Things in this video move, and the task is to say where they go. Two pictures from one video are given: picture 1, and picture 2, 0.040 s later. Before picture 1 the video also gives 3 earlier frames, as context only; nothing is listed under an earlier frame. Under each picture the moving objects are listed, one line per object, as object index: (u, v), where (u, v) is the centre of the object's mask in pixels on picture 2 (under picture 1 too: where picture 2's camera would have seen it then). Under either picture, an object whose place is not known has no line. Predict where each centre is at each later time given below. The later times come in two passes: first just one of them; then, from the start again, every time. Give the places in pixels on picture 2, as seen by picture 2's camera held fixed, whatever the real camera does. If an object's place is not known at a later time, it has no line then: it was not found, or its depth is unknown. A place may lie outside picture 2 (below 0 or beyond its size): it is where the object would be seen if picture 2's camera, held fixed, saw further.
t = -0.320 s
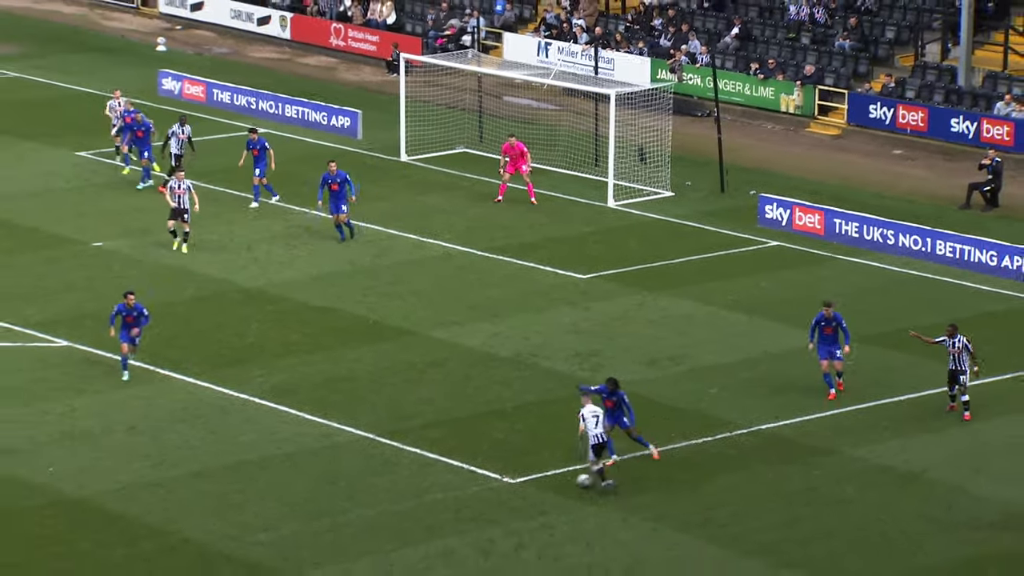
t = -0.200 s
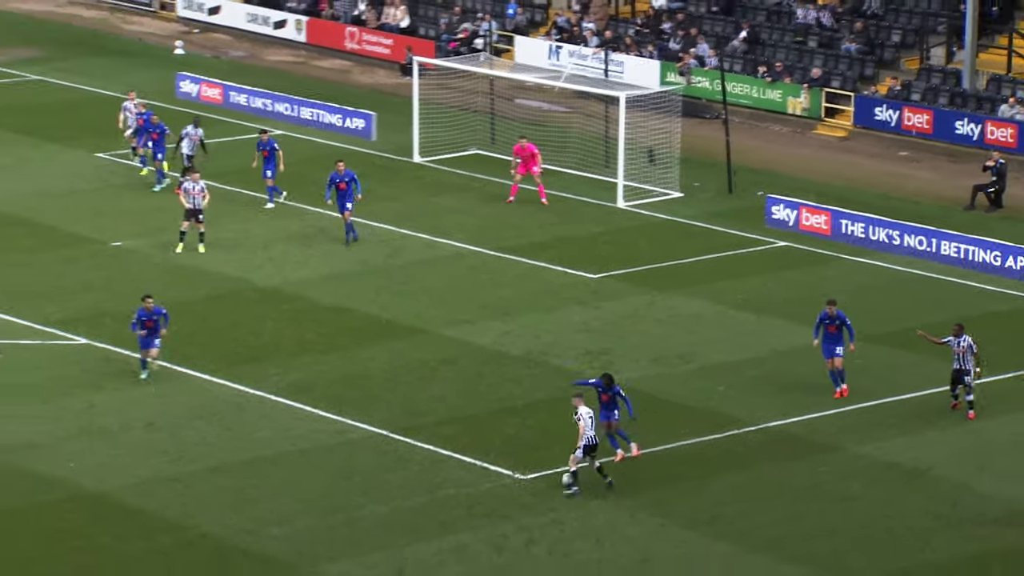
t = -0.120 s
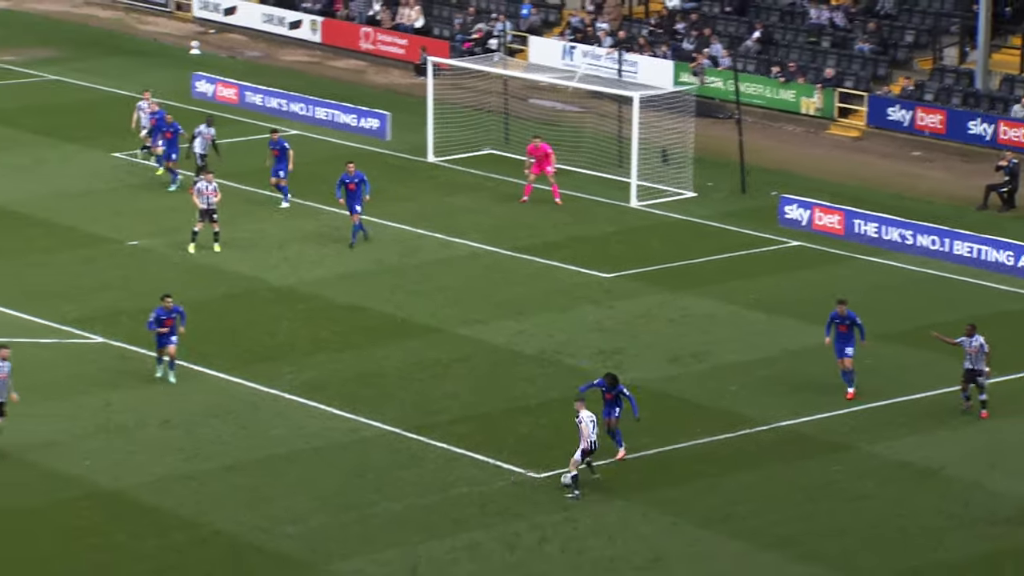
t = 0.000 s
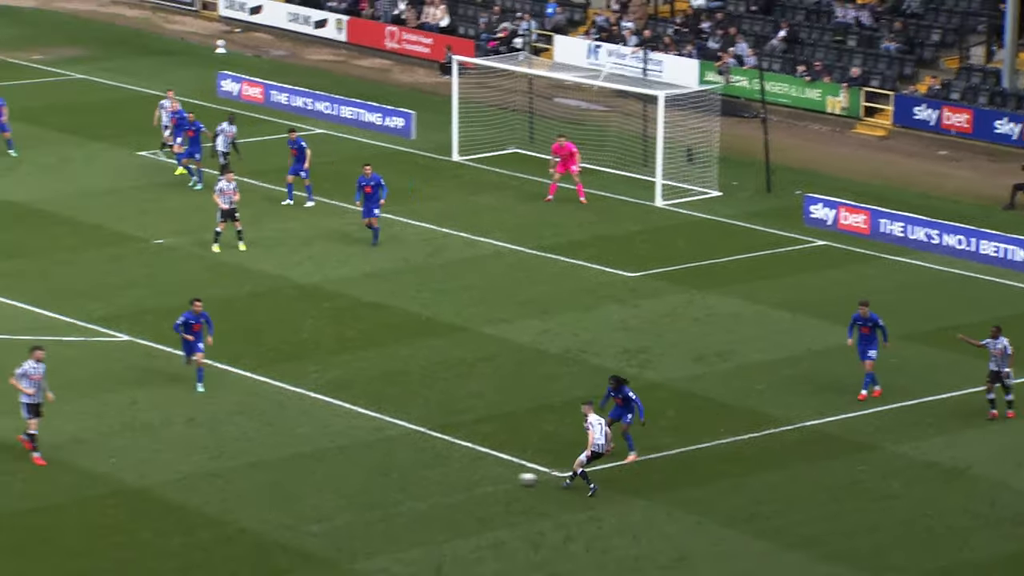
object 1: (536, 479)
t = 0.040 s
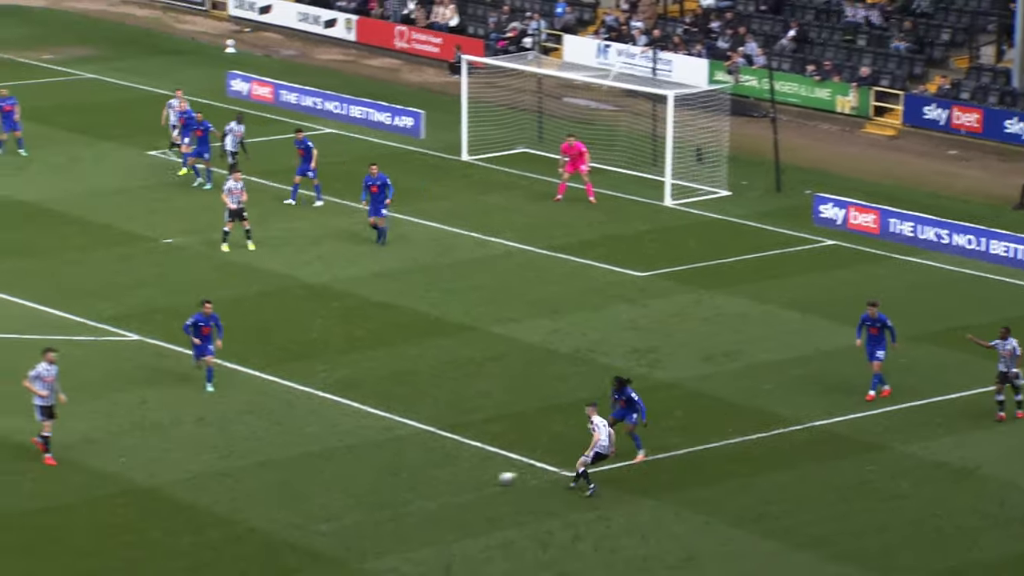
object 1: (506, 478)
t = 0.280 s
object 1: (342, 481)
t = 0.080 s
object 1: (477, 479)
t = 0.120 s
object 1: (448, 480)
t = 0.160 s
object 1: (421, 480)
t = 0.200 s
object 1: (394, 479)
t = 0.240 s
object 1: (368, 480)
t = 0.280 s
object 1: (342, 481)
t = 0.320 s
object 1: (316, 481)
